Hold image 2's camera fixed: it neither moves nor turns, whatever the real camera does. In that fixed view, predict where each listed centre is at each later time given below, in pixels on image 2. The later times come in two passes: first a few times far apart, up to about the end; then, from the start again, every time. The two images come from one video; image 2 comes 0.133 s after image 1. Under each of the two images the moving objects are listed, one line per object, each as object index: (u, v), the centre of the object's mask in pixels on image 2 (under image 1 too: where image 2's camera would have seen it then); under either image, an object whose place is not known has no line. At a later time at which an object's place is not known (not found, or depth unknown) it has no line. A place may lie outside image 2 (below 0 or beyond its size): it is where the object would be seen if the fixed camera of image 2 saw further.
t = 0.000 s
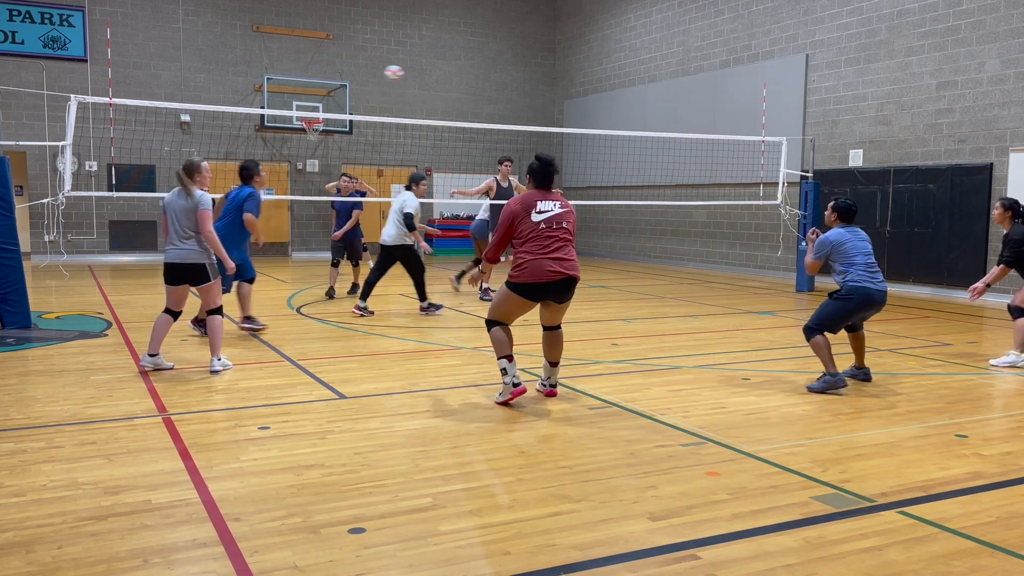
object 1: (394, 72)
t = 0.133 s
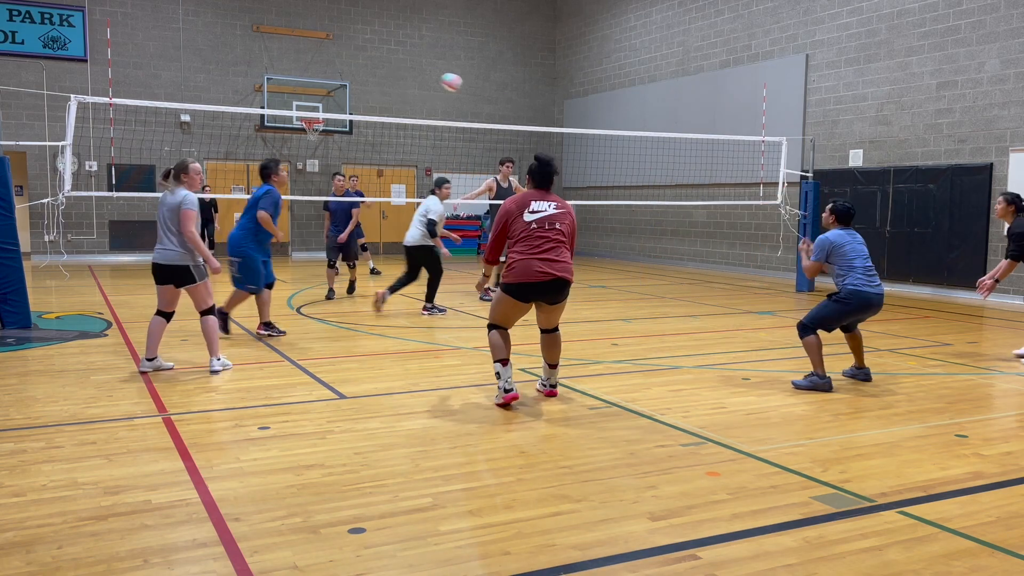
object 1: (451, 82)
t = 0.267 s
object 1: (518, 114)
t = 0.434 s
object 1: (622, 196)
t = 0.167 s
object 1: (467, 87)
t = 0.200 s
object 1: (483, 95)
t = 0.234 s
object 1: (501, 104)
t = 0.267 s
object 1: (518, 114)
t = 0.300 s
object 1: (537, 126)
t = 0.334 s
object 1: (557, 141)
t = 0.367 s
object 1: (577, 157)
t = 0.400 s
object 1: (600, 175)
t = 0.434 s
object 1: (622, 196)
